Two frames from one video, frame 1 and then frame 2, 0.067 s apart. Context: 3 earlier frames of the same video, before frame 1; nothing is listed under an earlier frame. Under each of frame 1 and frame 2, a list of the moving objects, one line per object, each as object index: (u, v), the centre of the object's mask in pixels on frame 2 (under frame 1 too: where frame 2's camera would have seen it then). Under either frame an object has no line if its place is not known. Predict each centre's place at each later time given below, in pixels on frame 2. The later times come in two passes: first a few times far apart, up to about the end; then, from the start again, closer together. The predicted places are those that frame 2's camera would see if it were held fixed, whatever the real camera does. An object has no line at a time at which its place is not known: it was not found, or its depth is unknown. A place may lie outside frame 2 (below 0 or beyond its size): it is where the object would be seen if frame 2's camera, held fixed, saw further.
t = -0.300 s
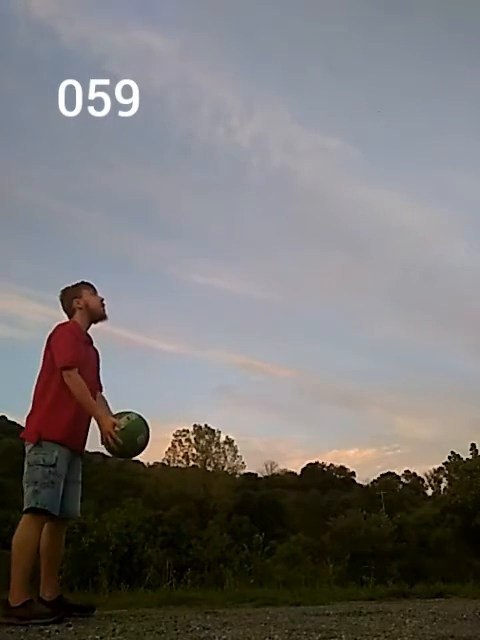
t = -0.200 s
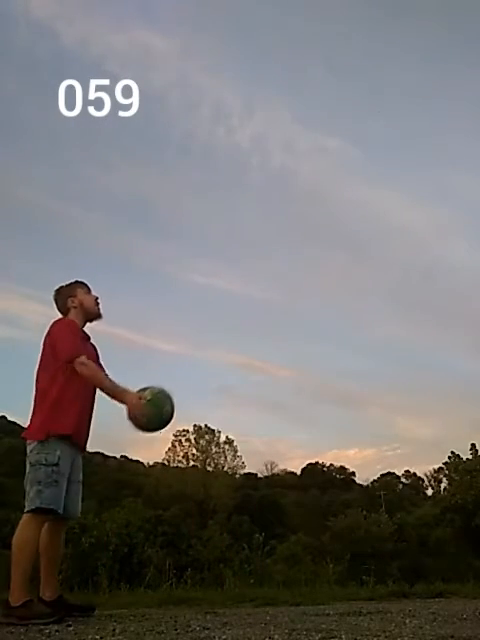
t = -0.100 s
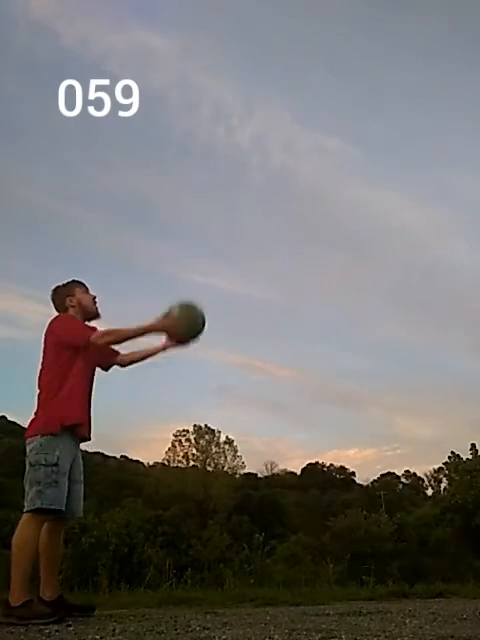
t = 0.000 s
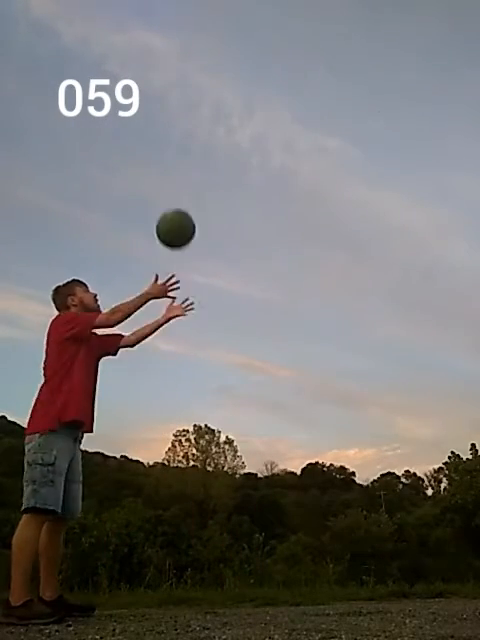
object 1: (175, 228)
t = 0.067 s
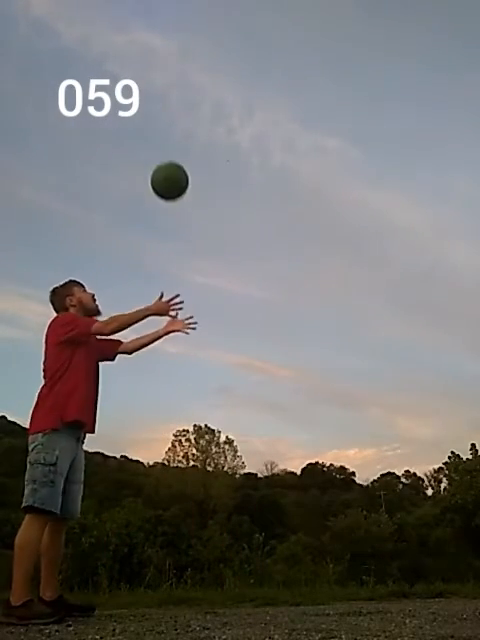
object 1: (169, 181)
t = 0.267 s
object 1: (153, 87)
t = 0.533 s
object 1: (133, 41)
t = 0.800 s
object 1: (110, 60)
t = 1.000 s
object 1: (89, 126)
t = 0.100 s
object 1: (166, 160)
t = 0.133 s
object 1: (163, 142)
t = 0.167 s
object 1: (161, 126)
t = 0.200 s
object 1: (158, 112)
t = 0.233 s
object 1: (156, 99)
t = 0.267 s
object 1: (153, 87)
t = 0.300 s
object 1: (150, 77)
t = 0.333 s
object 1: (147, 69)
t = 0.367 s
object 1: (145, 62)
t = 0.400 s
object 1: (143, 56)
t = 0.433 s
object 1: (140, 50)
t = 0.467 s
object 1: (138, 46)
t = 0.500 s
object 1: (135, 43)
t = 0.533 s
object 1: (133, 41)
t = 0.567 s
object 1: (130, 39)
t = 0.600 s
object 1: (128, 39)
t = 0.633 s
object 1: (125, 40)
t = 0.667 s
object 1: (122, 42)
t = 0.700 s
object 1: (120, 45)
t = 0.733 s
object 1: (117, 49)
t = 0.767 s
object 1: (114, 54)
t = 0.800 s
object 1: (110, 60)
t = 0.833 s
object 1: (107, 66)
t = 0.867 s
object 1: (104, 73)
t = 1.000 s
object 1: (89, 126)
